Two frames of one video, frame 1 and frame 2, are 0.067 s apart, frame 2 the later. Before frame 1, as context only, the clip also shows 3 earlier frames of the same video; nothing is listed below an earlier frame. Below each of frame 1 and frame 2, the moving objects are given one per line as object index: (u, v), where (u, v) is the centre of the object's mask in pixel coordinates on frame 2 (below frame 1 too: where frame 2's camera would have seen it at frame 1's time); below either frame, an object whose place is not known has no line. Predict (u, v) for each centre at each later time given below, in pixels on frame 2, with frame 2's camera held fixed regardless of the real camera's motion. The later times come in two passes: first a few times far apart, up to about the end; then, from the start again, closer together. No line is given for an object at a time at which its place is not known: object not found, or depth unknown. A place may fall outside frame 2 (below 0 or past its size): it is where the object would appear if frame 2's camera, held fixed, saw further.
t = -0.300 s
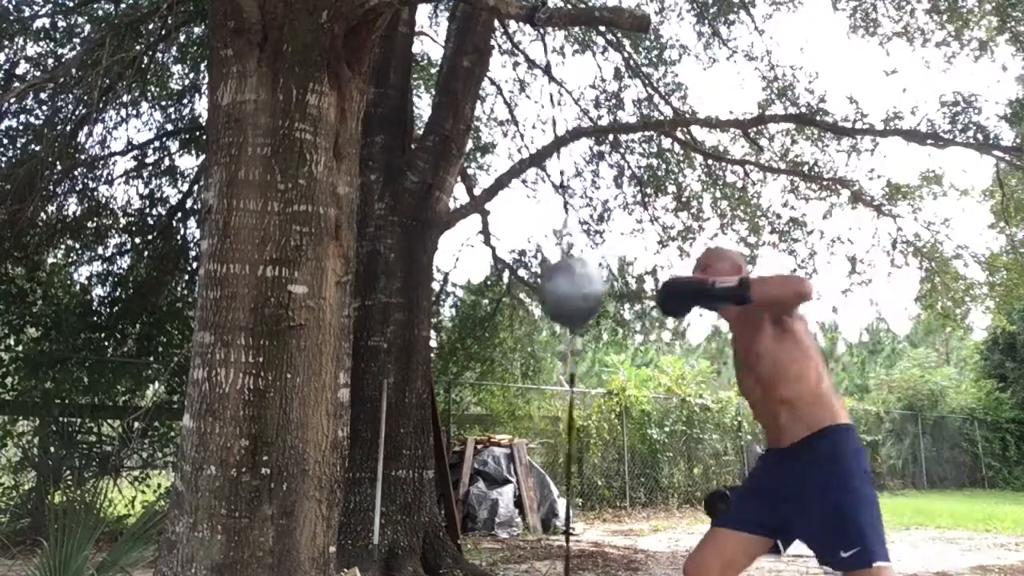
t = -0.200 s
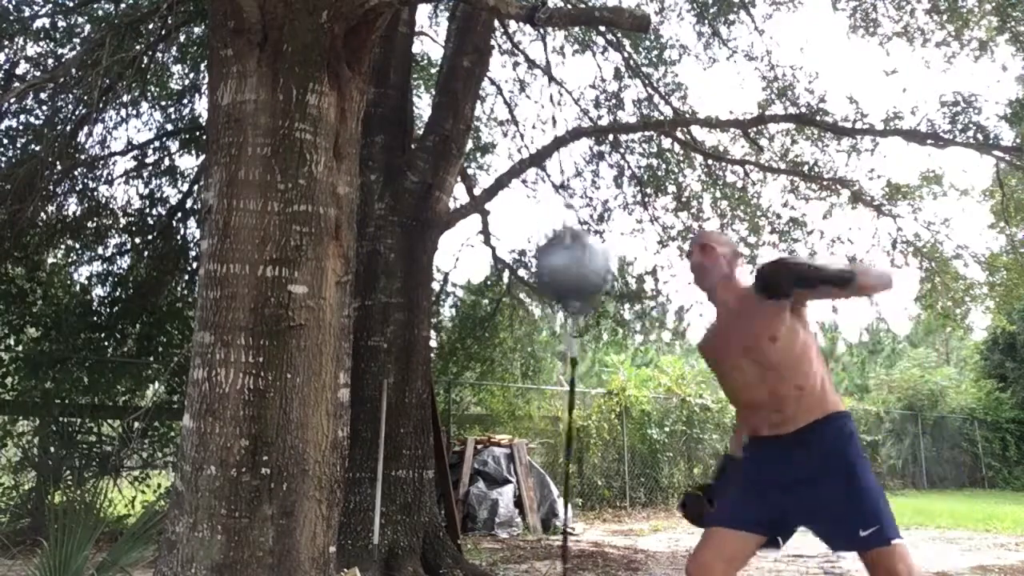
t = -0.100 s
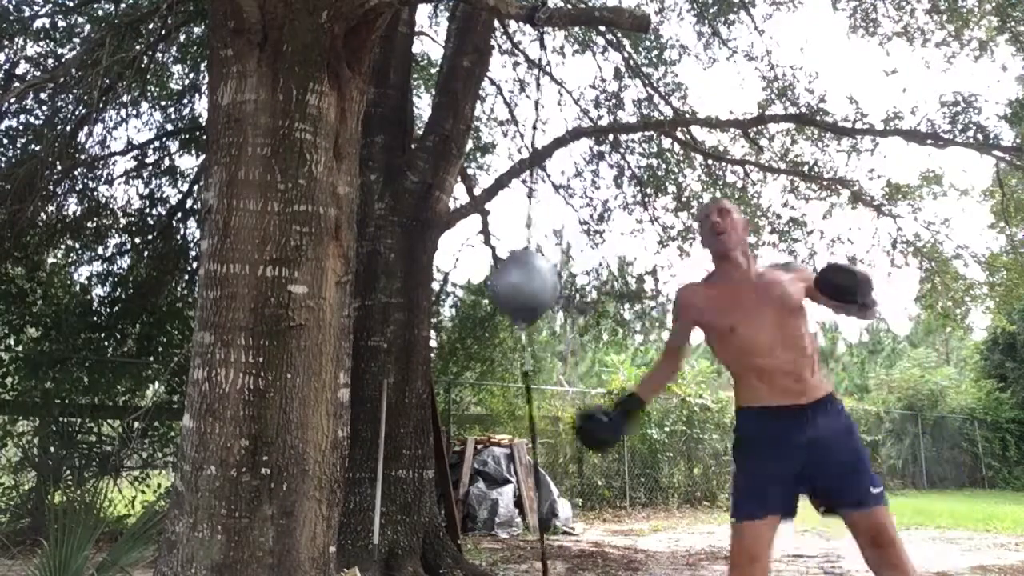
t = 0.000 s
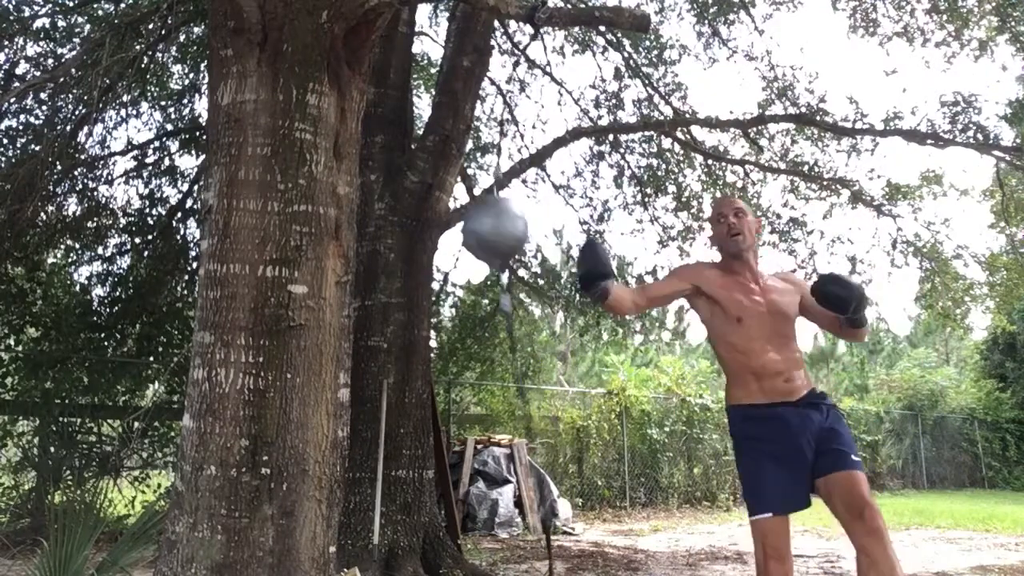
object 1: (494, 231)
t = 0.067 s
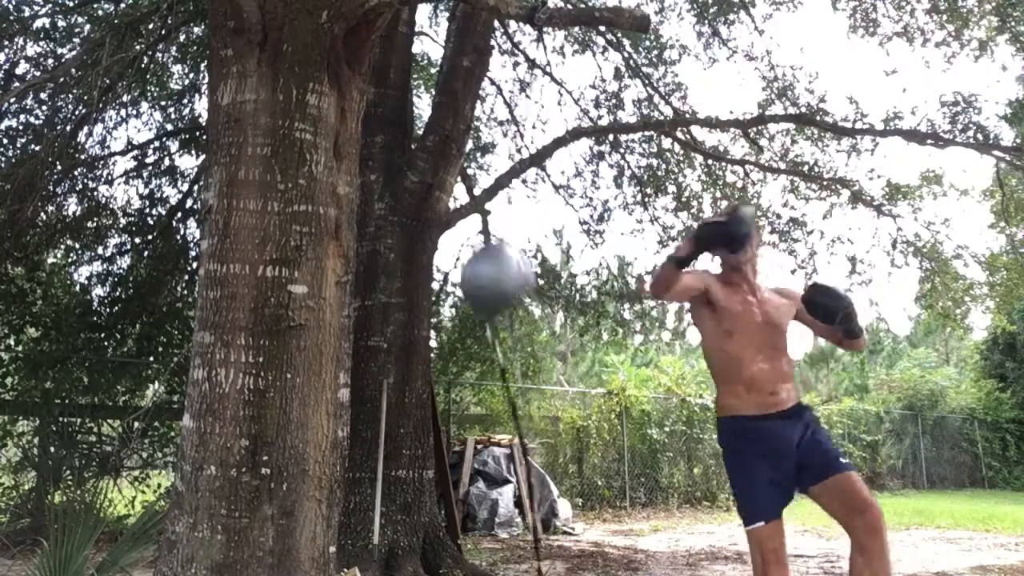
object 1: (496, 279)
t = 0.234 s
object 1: (607, 282)
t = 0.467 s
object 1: (505, 274)
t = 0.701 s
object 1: (545, 294)
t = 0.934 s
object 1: (593, 289)
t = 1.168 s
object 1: (484, 276)
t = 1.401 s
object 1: (595, 290)
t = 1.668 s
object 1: (568, 287)
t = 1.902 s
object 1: (502, 285)
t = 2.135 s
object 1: (601, 289)
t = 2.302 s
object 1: (496, 280)
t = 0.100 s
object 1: (523, 305)
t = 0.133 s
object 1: (557, 295)
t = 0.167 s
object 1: (587, 269)
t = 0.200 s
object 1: (604, 265)
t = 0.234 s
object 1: (607, 282)
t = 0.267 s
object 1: (593, 301)
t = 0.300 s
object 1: (569, 312)
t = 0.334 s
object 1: (539, 300)
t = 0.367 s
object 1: (503, 278)
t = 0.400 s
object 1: (485, 265)
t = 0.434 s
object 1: (487, 266)
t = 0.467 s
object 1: (505, 274)
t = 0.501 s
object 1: (540, 280)
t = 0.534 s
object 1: (578, 283)
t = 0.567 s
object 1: (602, 286)
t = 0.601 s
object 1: (610, 292)
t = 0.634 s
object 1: (603, 295)
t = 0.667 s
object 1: (581, 297)
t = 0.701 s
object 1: (545, 294)
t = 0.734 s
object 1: (516, 288)
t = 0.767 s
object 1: (488, 279)
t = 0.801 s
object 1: (483, 271)
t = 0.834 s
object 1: (497, 267)
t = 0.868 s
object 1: (527, 272)
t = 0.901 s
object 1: (565, 281)
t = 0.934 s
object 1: (593, 289)
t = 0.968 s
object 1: (607, 293)
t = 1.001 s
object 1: (606, 294)
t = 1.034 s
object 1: (589, 291)
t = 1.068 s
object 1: (559, 290)
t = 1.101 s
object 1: (526, 289)
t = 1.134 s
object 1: (501, 286)
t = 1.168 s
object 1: (484, 276)
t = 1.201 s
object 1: (490, 268)
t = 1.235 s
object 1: (518, 271)
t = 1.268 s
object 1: (550, 278)
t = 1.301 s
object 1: (581, 288)
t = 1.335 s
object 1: (603, 292)
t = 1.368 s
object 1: (607, 292)
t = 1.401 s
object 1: (595, 290)
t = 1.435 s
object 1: (571, 290)
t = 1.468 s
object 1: (542, 291)
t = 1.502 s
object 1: (513, 289)
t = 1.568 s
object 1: (487, 273)
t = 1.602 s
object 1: (507, 268)
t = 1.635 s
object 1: (535, 275)
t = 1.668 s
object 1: (568, 287)
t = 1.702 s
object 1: (593, 291)
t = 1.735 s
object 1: (605, 292)
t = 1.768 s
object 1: (602, 289)
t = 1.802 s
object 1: (583, 289)
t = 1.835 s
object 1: (558, 292)
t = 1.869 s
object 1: (527, 292)
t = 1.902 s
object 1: (502, 285)
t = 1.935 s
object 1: (489, 273)
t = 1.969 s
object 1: (495, 270)
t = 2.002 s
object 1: (519, 274)
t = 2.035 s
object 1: (546, 285)
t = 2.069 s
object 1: (578, 289)
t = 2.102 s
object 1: (596, 290)
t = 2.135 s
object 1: (601, 289)
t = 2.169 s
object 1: (593, 290)
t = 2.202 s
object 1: (569, 292)
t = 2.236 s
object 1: (543, 292)
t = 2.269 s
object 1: (516, 287)
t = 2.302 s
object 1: (496, 280)
